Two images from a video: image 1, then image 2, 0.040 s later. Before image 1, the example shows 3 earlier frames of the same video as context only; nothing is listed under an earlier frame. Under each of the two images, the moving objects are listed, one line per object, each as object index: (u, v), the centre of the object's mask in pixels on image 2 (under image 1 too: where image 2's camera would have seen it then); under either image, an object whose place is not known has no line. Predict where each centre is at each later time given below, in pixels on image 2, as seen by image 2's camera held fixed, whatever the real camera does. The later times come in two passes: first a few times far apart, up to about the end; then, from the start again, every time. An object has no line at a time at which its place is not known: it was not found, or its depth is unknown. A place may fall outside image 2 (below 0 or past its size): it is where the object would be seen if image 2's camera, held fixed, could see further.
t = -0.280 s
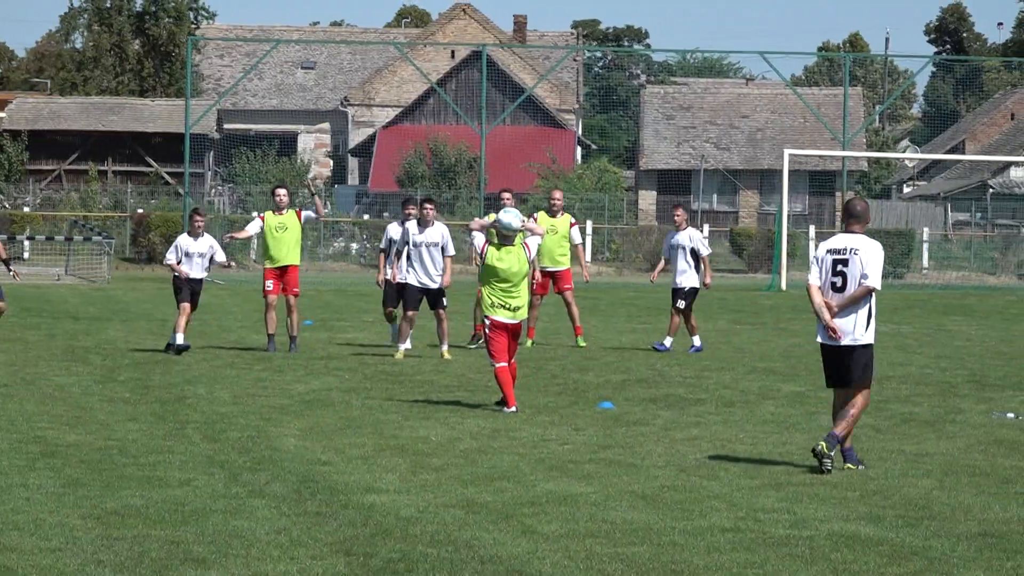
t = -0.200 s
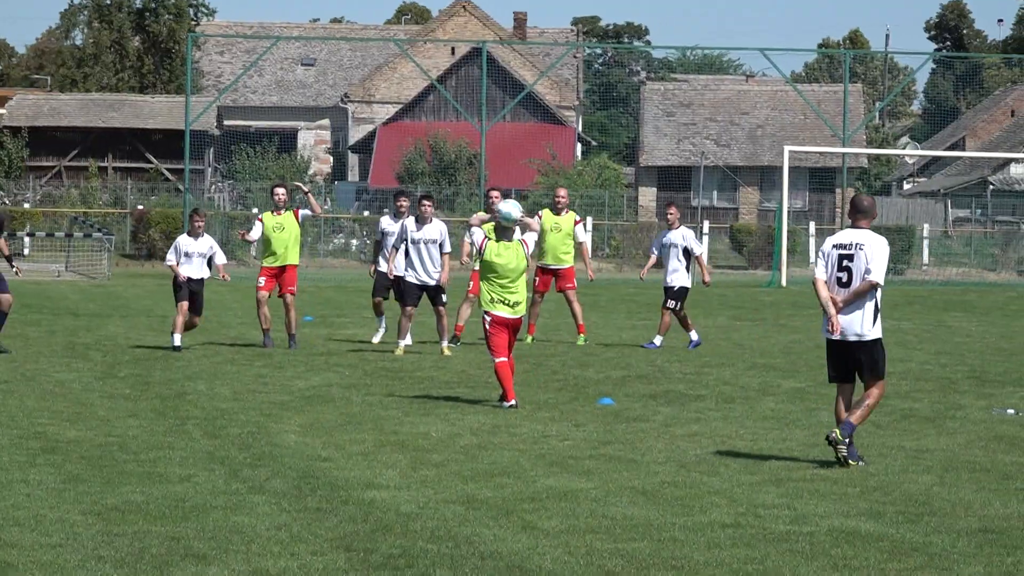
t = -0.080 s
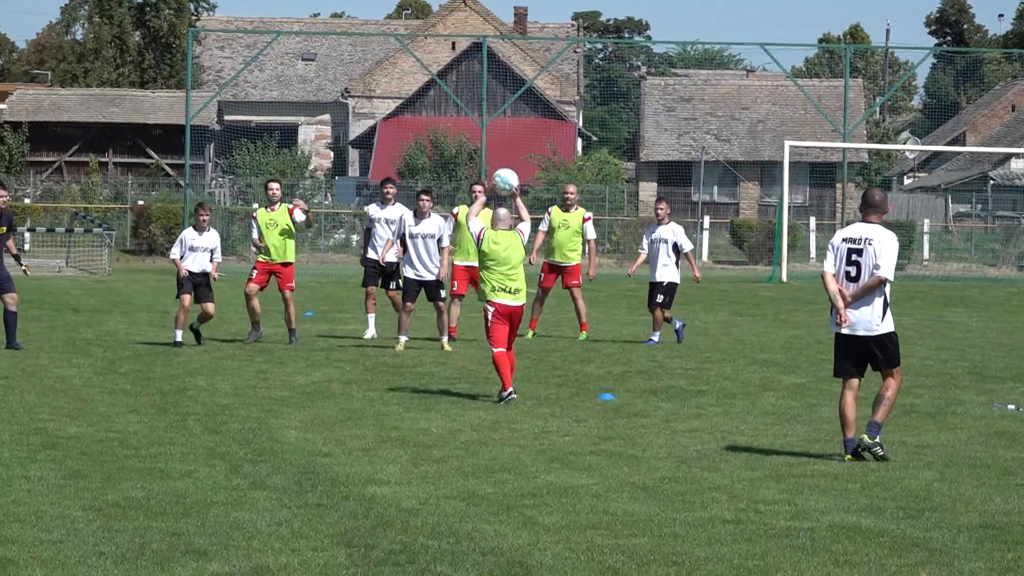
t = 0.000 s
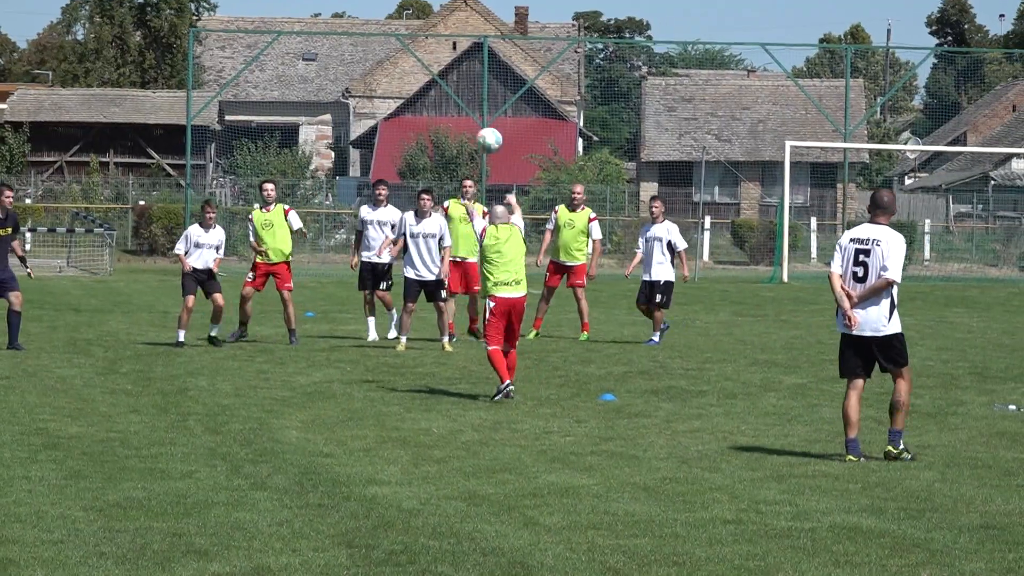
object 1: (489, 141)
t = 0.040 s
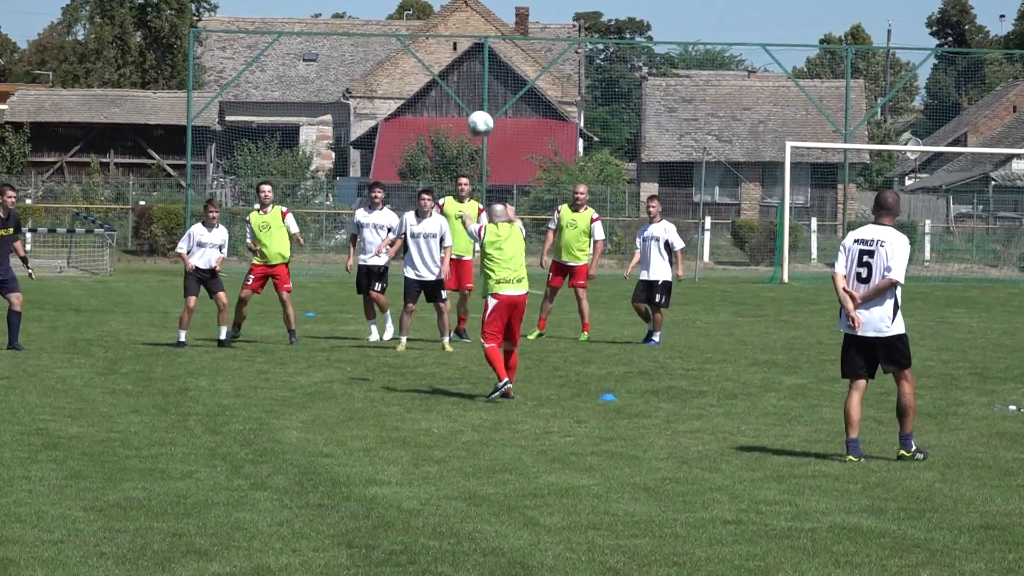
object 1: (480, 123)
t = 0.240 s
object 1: (437, 70)
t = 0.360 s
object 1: (414, 62)
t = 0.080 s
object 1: (471, 109)
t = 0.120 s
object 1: (463, 94)
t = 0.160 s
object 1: (455, 84)
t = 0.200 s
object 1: (446, 75)
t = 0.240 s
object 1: (437, 70)
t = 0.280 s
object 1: (429, 66)
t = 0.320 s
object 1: (421, 63)
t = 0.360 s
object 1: (414, 62)
